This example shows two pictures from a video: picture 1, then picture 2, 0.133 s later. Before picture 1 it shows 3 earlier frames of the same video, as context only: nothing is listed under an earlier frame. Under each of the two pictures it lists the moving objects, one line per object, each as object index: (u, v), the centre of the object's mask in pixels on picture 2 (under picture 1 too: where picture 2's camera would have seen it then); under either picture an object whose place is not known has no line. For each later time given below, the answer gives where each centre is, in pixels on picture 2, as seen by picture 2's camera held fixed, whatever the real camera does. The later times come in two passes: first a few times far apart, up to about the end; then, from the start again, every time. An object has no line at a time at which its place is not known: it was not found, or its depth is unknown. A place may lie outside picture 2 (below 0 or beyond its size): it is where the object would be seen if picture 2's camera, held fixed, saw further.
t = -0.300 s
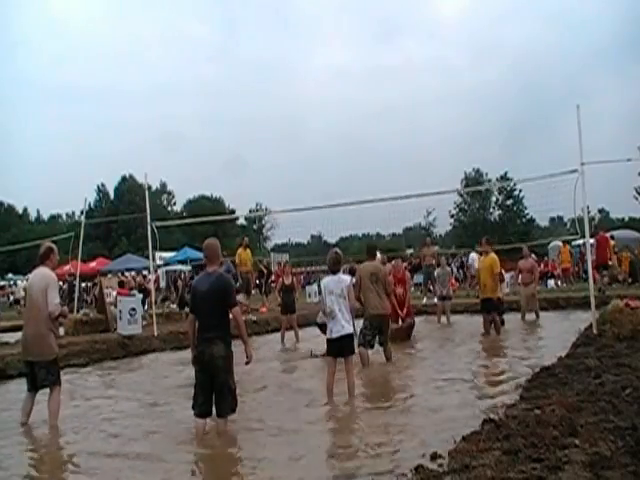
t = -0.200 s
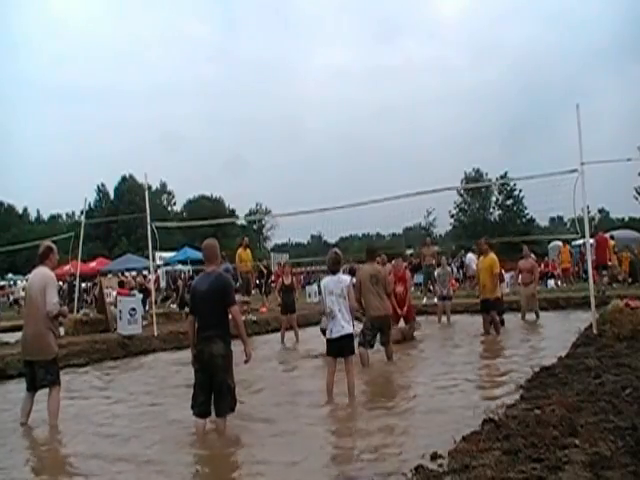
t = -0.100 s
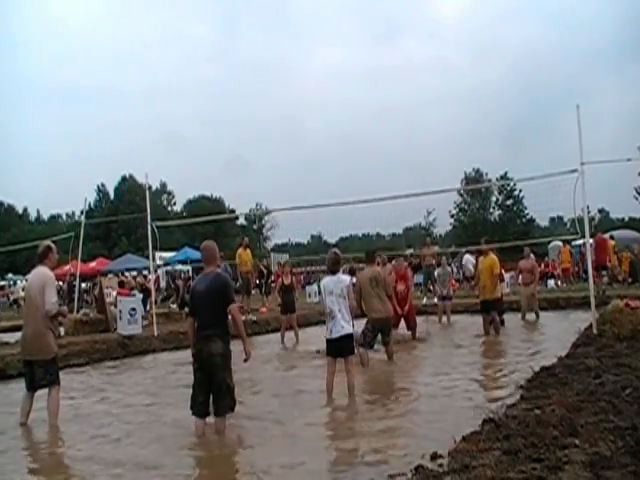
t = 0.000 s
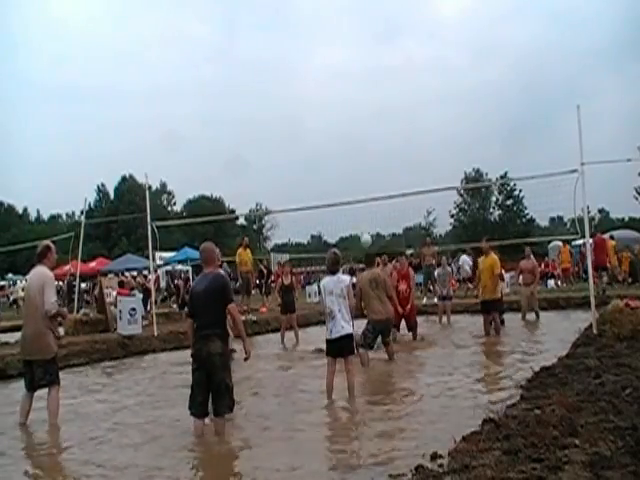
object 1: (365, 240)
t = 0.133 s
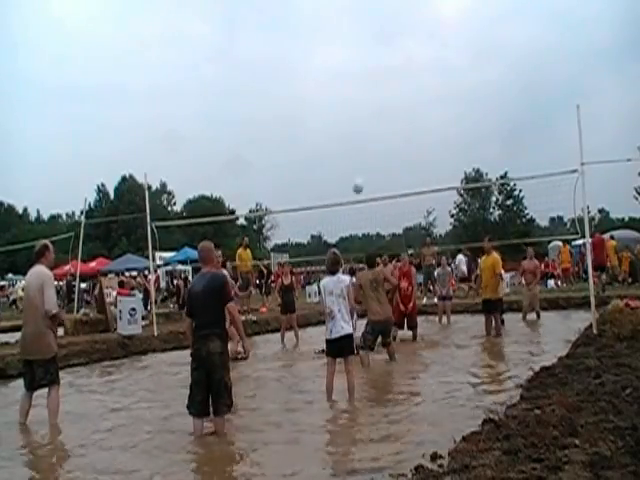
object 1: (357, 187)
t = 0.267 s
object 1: (350, 146)
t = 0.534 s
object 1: (337, 99)
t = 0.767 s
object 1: (328, 100)
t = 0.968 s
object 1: (322, 133)
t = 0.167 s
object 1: (356, 176)
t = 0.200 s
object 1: (354, 165)
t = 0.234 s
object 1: (352, 155)
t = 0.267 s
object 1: (350, 146)
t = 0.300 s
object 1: (348, 137)
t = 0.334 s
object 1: (347, 129)
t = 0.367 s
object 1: (345, 122)
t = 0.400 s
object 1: (343, 116)
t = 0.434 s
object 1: (341, 110)
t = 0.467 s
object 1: (340, 106)
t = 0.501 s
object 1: (338, 101)
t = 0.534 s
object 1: (337, 99)
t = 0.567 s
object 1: (335, 96)
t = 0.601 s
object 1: (334, 95)
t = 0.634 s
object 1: (333, 94)
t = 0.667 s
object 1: (331, 94)
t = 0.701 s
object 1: (330, 95)
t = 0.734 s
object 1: (329, 97)
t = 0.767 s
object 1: (328, 100)
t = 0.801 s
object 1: (327, 103)
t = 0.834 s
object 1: (326, 107)
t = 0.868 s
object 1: (325, 112)
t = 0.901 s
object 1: (324, 118)
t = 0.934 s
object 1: (323, 125)
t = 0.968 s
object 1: (322, 133)
